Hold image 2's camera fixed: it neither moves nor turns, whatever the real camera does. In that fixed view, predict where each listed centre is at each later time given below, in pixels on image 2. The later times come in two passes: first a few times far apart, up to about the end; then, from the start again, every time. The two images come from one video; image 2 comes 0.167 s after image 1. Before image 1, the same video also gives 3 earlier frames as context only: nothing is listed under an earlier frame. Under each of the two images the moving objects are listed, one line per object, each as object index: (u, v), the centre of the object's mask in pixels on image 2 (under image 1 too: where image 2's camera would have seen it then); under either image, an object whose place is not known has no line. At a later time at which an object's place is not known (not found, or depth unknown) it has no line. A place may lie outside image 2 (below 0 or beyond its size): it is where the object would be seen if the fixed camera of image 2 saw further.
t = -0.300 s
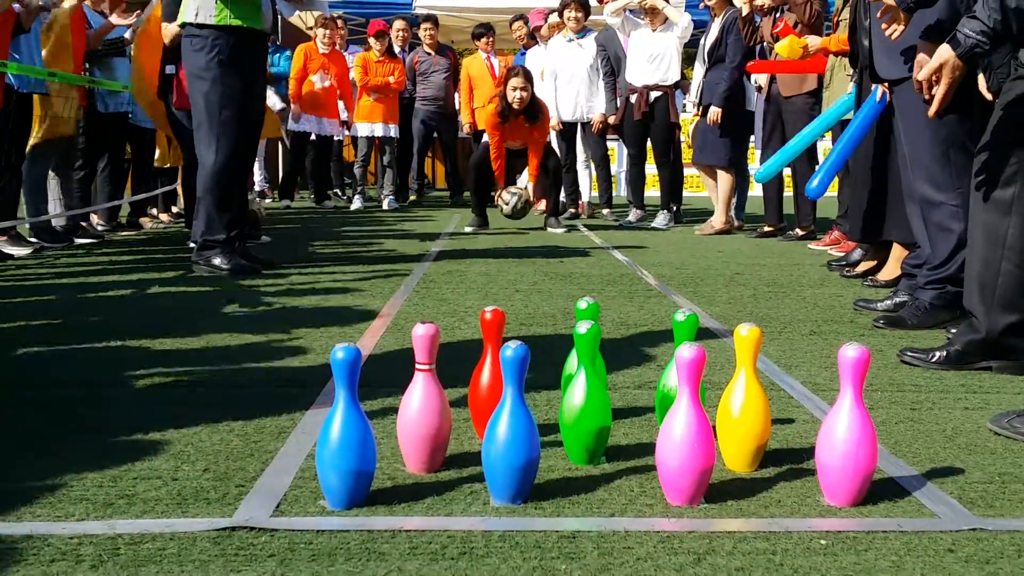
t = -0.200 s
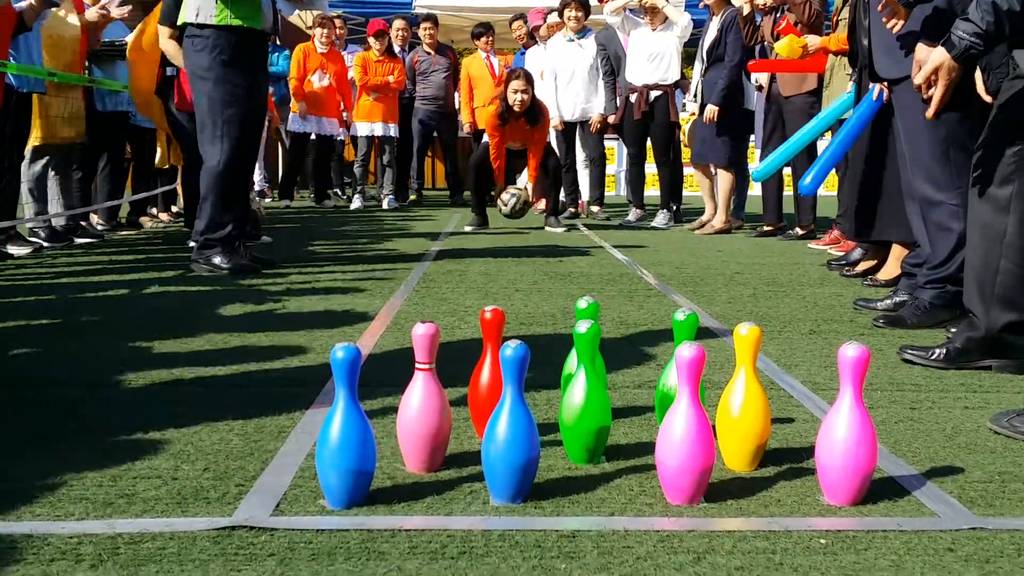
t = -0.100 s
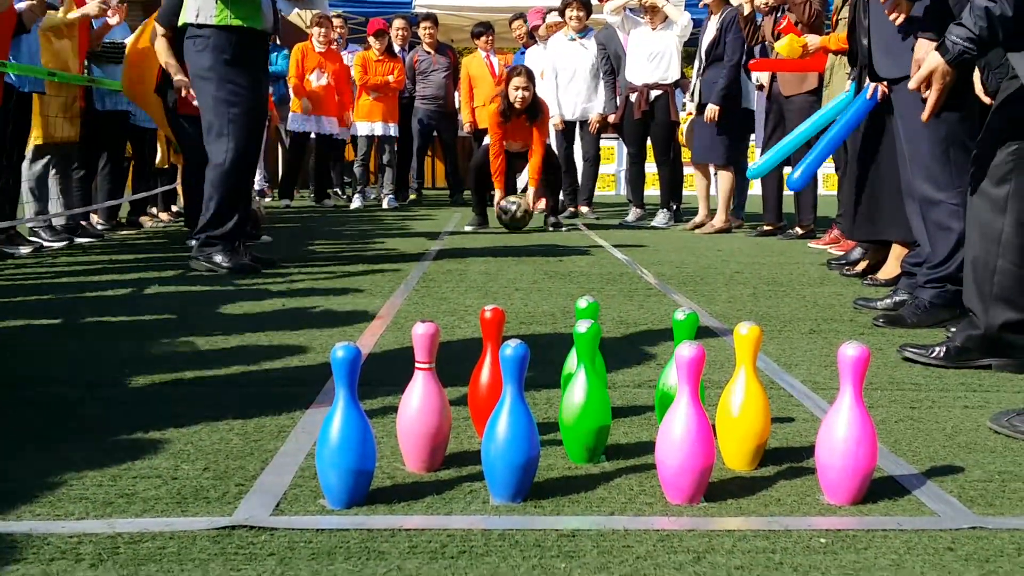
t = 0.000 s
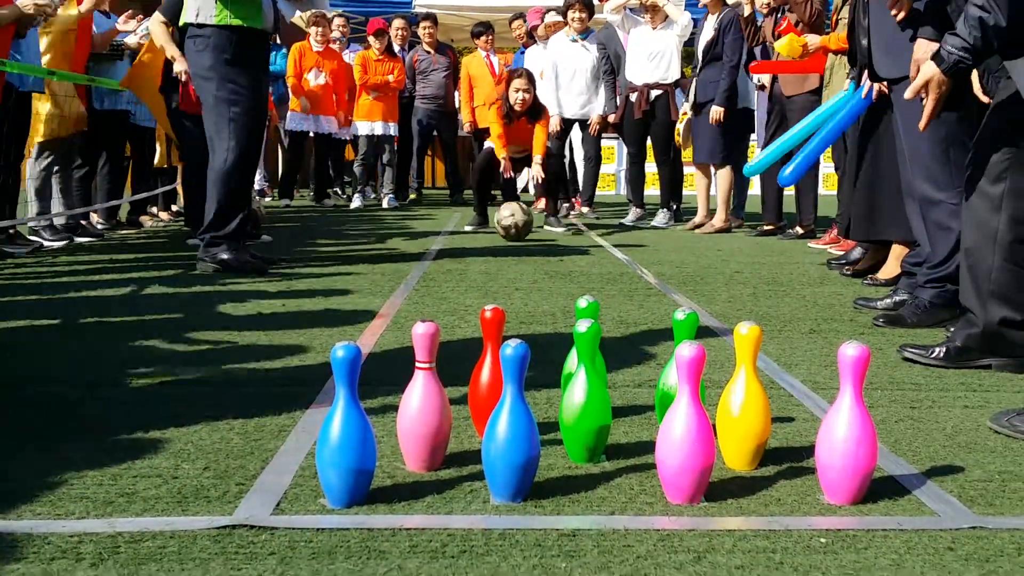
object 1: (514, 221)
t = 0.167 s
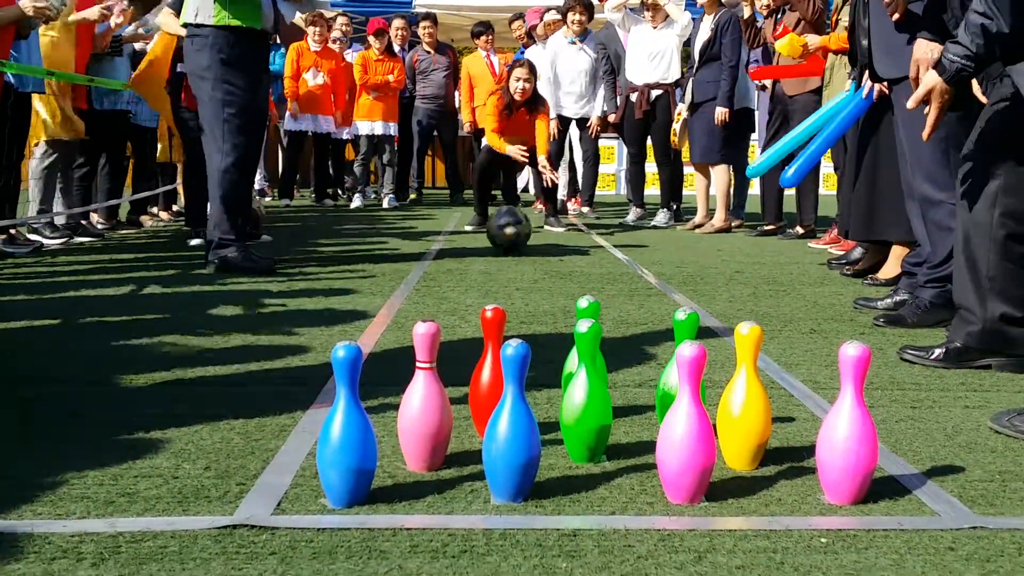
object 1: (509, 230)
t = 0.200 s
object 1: (507, 231)
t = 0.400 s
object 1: (492, 247)
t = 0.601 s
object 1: (470, 261)
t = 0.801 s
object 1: (438, 286)
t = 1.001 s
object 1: (385, 317)
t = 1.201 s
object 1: (285, 390)
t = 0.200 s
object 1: (507, 231)
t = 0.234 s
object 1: (505, 232)
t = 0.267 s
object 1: (503, 236)
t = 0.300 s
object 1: (500, 241)
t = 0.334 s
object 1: (498, 241)
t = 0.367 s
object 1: (495, 243)
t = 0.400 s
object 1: (492, 247)
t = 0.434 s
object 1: (489, 249)
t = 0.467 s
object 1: (485, 250)
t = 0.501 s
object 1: (482, 253)
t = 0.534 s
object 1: (478, 258)
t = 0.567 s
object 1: (474, 259)
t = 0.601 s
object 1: (470, 261)
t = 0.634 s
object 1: (466, 267)
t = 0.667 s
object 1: (461, 271)
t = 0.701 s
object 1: (456, 273)
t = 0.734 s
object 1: (450, 281)
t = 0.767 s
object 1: (445, 283)
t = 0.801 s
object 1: (438, 286)
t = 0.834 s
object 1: (432, 292)
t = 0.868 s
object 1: (424, 292)
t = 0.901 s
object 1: (415, 299)
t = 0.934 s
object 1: (405, 310)
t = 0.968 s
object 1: (394, 313)
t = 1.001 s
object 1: (385, 317)
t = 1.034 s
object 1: (377, 333)
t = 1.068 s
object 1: (368, 342)
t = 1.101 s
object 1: (362, 349)
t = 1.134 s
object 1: (332, 368)
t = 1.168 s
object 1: (313, 375)
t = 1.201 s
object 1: (285, 390)
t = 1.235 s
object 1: (269, 412)
